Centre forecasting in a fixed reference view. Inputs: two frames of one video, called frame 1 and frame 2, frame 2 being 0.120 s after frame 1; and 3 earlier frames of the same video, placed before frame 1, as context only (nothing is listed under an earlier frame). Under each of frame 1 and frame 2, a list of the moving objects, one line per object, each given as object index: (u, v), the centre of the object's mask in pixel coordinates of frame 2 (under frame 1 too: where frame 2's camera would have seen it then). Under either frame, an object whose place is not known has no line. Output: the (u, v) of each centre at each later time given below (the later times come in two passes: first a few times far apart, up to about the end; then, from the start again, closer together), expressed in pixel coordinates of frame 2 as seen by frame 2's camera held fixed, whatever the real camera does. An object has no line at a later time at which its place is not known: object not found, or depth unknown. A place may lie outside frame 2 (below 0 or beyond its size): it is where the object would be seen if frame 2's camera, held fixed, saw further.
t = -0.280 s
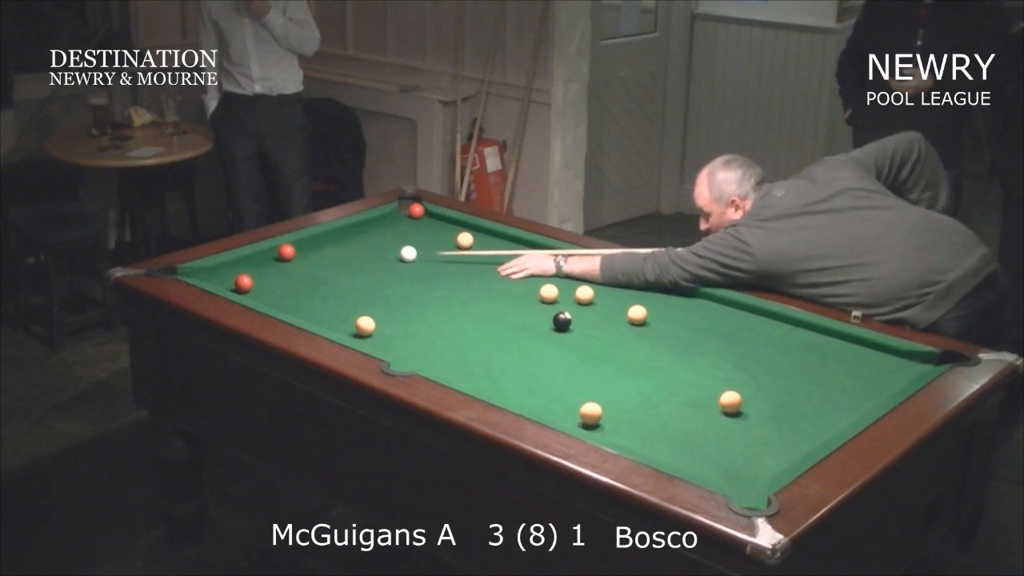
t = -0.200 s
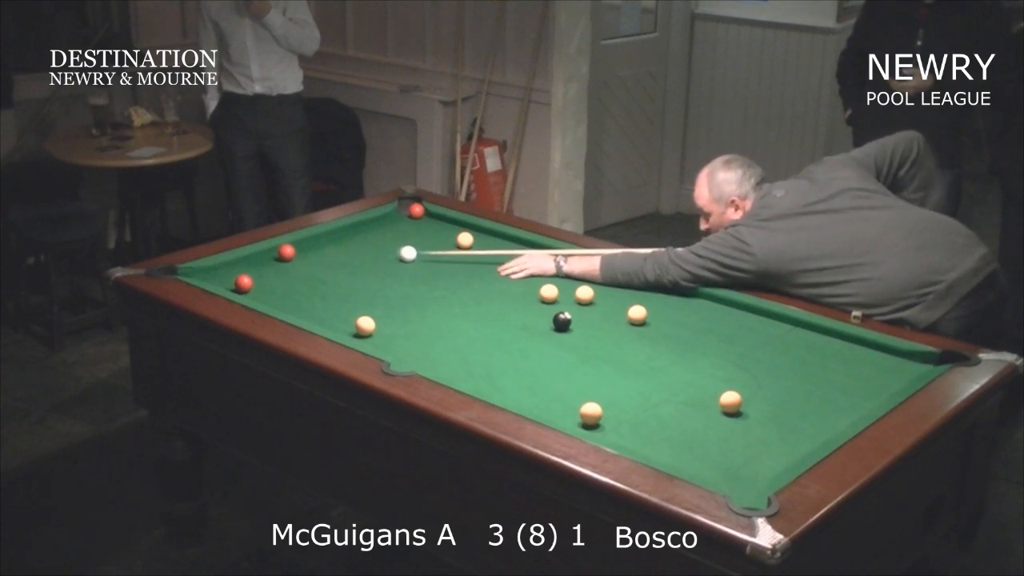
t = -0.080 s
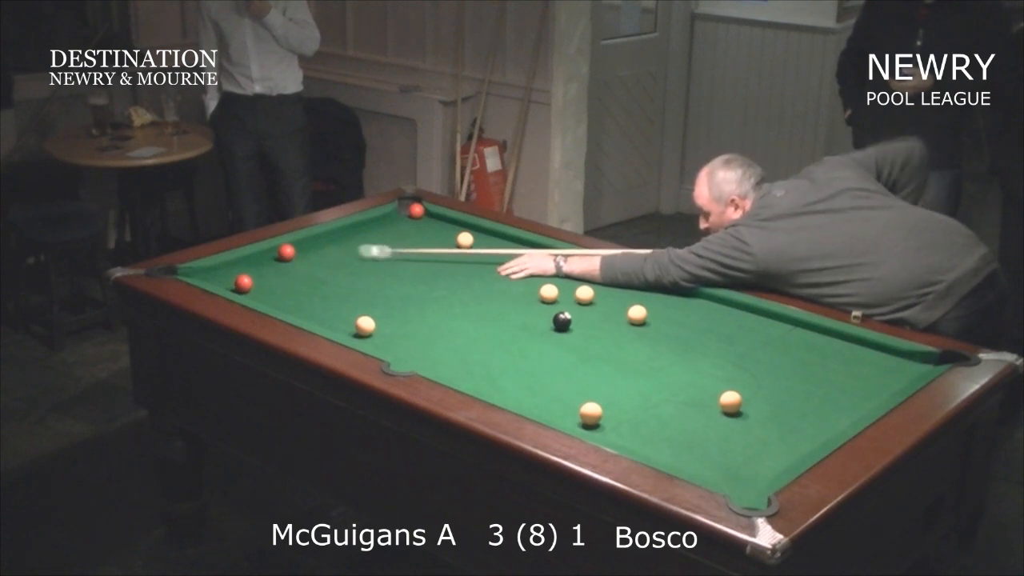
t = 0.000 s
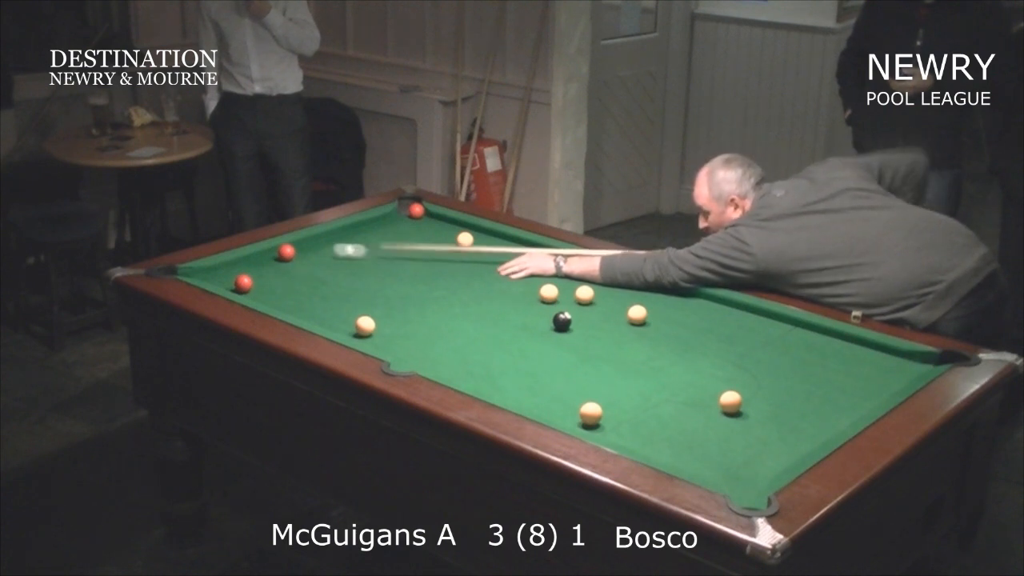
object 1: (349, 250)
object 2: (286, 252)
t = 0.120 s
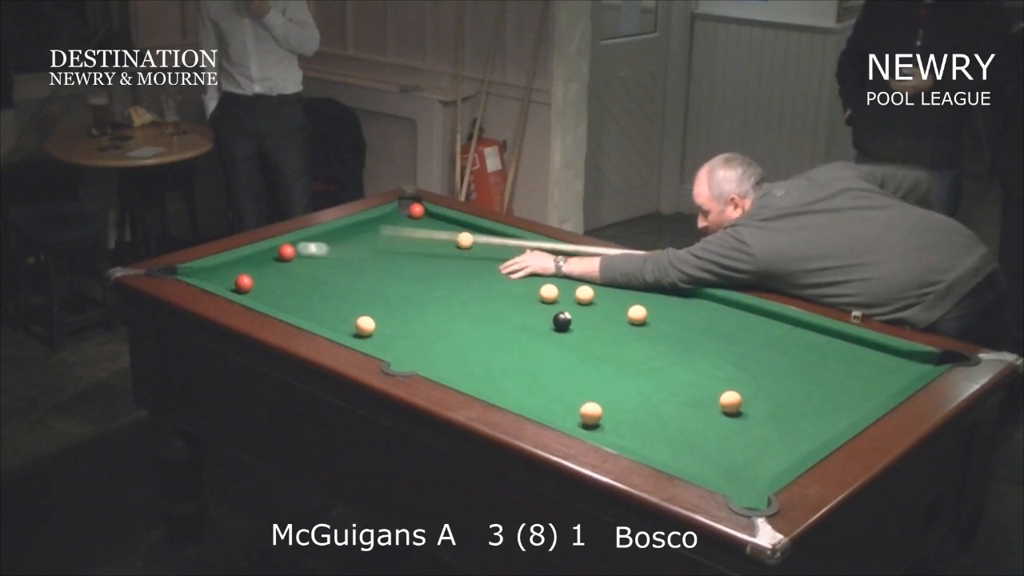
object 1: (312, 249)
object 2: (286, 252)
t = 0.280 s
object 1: (294, 248)
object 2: (276, 255)
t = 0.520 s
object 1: (313, 258)
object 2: (256, 260)
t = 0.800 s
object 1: (335, 270)
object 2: (235, 265)
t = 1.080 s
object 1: (356, 281)
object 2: (216, 271)
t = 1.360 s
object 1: (376, 292)
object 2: (200, 273)
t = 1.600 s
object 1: (392, 301)
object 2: (191, 274)
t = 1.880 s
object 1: (409, 311)
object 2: (188, 271)
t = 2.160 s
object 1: (425, 319)
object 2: (185, 271)
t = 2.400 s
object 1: (436, 326)
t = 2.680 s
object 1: (449, 332)
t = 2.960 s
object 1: (458, 338)
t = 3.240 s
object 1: (466, 343)
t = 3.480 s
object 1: (471, 345)
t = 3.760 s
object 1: (475, 347)
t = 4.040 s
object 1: (476, 347)
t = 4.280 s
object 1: (476, 347)
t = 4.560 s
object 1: (476, 347)
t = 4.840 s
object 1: (475, 347)
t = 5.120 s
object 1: (476, 347)
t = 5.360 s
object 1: (476, 347)
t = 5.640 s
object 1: (476, 347)
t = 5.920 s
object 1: (476, 347)
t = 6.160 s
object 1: (476, 347)
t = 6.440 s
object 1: (476, 347)
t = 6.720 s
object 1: (476, 347)
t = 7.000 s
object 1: (476, 347)
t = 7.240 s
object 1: (476, 347)
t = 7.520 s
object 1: (476, 347)
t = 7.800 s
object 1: (476, 347)
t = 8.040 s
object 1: (476, 347)
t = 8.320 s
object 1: (476, 347)
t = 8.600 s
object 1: (476, 347)
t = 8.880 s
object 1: (476, 347)
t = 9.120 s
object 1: (476, 347)
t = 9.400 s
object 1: (476, 347)
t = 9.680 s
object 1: (476, 347)
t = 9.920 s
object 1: (476, 347)
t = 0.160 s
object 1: (304, 248)
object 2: (285, 252)
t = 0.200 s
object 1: (295, 246)
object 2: (282, 253)
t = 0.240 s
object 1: (292, 246)
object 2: (279, 254)
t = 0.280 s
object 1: (294, 248)
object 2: (276, 255)
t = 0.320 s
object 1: (297, 250)
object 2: (272, 256)
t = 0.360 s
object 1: (300, 252)
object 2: (269, 256)
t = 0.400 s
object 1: (303, 253)
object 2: (266, 257)
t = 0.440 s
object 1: (307, 255)
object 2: (262, 258)
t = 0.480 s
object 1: (310, 257)
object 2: (259, 259)
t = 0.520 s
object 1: (313, 258)
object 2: (256, 260)
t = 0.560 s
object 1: (316, 260)
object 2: (253, 261)
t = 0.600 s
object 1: (320, 262)
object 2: (250, 261)
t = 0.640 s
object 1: (323, 263)
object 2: (247, 262)
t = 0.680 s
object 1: (326, 265)
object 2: (244, 263)
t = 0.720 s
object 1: (329, 267)
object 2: (241, 264)
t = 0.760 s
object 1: (332, 268)
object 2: (238, 265)
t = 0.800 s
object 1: (335, 270)
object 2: (235, 265)
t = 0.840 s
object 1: (338, 272)
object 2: (232, 266)
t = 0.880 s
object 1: (341, 273)
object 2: (229, 267)
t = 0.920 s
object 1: (344, 275)
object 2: (227, 268)
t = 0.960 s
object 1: (347, 277)
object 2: (224, 268)
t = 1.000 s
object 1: (350, 278)
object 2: (221, 269)
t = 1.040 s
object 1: (353, 280)
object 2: (219, 270)
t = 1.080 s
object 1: (356, 281)
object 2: (216, 271)
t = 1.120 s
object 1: (359, 283)
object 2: (214, 271)
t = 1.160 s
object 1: (362, 284)
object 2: (211, 272)
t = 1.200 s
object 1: (365, 286)
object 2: (209, 272)
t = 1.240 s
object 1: (368, 288)
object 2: (207, 273)
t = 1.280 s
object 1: (371, 289)
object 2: (204, 273)
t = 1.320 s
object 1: (373, 291)
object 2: (202, 273)
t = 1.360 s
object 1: (376, 292)
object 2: (200, 273)
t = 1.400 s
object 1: (379, 294)
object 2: (198, 273)
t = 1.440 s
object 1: (382, 295)
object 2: (196, 274)
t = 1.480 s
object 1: (384, 296)
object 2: (194, 274)
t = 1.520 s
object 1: (387, 298)
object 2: (192, 274)
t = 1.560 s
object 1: (390, 299)
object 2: (192, 274)
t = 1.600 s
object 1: (392, 301)
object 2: (191, 274)
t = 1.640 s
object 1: (395, 302)
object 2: (190, 273)
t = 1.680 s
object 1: (397, 304)
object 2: (190, 273)
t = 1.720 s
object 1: (400, 305)
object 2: (189, 273)
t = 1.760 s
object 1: (402, 306)
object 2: (189, 272)
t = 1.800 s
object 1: (405, 308)
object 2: (189, 272)
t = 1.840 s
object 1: (407, 309)
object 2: (188, 272)
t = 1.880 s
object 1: (409, 311)
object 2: (188, 271)
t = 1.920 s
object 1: (412, 312)
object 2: (188, 271)
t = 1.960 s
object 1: (414, 313)
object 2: (187, 271)
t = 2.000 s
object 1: (416, 314)
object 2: (187, 271)
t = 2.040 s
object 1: (418, 315)
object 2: (187, 271)
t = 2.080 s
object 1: (421, 317)
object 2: (186, 271)
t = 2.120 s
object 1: (423, 318)
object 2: (186, 271)
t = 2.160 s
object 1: (425, 319)
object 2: (185, 271)
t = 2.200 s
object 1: (427, 320)
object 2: (184, 270)
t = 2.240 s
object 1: (429, 322)
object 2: (181, 270)
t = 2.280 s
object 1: (431, 323)
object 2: (179, 271)
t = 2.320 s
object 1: (433, 324)
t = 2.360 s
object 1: (434, 325)
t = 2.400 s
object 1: (436, 326)
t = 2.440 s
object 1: (438, 327)
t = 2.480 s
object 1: (440, 328)
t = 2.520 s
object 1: (442, 329)
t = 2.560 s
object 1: (444, 330)
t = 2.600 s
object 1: (445, 331)
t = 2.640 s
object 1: (447, 332)
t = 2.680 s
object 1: (449, 332)
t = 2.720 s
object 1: (450, 333)
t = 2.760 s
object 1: (452, 334)
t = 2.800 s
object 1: (453, 335)
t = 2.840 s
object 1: (454, 336)
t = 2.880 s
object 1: (456, 337)
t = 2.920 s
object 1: (457, 338)
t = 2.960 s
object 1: (458, 338)
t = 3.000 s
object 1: (459, 339)
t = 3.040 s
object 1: (461, 340)
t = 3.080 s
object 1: (462, 340)
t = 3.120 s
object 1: (463, 341)
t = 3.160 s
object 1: (464, 342)
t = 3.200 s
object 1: (465, 342)
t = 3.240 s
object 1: (466, 343)
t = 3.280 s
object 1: (467, 343)
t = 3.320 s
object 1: (467, 344)
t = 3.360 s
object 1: (469, 344)
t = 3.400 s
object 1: (469, 345)
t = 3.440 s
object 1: (470, 345)
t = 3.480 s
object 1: (471, 345)
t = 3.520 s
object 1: (471, 346)
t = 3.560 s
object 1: (472, 346)
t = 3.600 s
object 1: (473, 347)
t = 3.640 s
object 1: (473, 347)
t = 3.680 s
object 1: (474, 347)
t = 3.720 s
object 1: (474, 347)
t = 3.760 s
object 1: (475, 347)
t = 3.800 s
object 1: (475, 347)
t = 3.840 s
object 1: (475, 347)
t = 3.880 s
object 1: (475, 347)
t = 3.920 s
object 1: (476, 347)
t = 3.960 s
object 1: (476, 347)
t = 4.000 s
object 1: (476, 347)
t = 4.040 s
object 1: (476, 347)
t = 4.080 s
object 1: (476, 347)
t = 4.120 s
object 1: (476, 347)
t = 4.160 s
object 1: (476, 347)
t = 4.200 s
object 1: (476, 347)
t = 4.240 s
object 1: (476, 347)
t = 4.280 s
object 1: (476, 347)
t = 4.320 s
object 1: (476, 347)
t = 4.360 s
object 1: (476, 347)
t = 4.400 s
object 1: (476, 347)
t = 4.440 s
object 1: (475, 347)
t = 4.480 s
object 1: (475, 347)
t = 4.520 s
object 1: (476, 347)
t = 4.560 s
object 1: (476, 347)
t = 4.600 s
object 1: (476, 347)
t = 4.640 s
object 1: (476, 347)
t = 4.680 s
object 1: (476, 347)
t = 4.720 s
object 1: (475, 347)
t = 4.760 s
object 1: (475, 347)
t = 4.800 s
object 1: (476, 347)
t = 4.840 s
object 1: (475, 347)
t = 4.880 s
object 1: (476, 347)
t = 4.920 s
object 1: (476, 347)
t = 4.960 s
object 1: (476, 347)
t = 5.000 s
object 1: (476, 347)
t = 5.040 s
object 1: (476, 347)
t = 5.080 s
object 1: (476, 347)
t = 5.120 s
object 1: (476, 347)
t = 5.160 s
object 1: (476, 347)
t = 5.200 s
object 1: (476, 347)
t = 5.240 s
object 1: (476, 347)
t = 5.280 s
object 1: (476, 347)
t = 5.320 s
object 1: (476, 347)
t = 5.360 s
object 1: (476, 347)
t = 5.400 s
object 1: (476, 347)
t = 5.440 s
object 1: (476, 347)
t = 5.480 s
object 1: (476, 347)
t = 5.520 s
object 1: (476, 347)
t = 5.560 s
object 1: (476, 347)
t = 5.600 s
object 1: (476, 347)
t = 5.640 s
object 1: (476, 347)
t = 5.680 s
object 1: (476, 347)
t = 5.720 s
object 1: (476, 347)
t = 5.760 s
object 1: (476, 347)
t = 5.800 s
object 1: (476, 347)
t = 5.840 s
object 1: (475, 347)
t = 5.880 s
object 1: (476, 347)
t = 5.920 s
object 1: (476, 347)
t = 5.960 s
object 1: (476, 347)
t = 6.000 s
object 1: (476, 347)
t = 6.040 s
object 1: (476, 347)
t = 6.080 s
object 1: (476, 347)
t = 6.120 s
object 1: (476, 347)
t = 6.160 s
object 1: (476, 347)
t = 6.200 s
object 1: (476, 347)
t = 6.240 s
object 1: (476, 347)
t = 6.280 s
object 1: (476, 347)
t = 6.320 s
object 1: (476, 347)
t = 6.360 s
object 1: (476, 347)
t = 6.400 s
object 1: (476, 347)
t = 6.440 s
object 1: (476, 347)
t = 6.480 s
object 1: (476, 347)
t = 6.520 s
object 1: (476, 347)
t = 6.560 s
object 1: (476, 347)
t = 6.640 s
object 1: (476, 347)
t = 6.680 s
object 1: (476, 347)
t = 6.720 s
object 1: (476, 347)
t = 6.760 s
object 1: (476, 347)
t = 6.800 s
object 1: (476, 347)
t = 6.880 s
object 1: (476, 347)
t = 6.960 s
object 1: (476, 347)
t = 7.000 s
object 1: (476, 347)
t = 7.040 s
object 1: (476, 347)
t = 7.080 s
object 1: (476, 347)
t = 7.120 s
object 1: (476, 347)
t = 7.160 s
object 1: (476, 347)
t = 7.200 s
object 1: (476, 347)
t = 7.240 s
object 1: (476, 347)
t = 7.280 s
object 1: (476, 347)
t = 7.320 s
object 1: (476, 347)
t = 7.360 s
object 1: (476, 347)
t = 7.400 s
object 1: (476, 347)
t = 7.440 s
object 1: (476, 347)
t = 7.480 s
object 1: (476, 347)
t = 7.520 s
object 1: (476, 347)
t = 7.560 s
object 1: (476, 347)
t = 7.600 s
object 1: (476, 347)
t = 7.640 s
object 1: (476, 347)
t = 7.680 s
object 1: (476, 347)
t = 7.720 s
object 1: (476, 347)
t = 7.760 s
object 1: (476, 347)
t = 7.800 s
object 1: (476, 347)
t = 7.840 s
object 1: (476, 347)
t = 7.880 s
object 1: (476, 347)
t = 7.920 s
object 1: (476, 347)
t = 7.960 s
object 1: (476, 347)
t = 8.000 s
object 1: (476, 347)
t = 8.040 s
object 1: (476, 347)
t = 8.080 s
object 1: (476, 347)
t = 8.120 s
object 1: (476, 347)
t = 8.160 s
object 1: (476, 347)
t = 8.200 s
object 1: (476, 347)
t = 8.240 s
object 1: (476, 347)
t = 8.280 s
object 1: (476, 347)
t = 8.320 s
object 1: (476, 347)
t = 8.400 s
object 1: (476, 347)
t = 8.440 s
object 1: (476, 347)
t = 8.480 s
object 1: (476, 347)
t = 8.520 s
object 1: (476, 347)
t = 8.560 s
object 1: (476, 347)
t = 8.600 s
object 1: (476, 347)
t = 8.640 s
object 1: (476, 347)
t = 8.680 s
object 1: (476, 347)
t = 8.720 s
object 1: (476, 347)
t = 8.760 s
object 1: (476, 347)
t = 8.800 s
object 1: (476, 347)
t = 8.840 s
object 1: (476, 347)
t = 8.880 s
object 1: (476, 347)
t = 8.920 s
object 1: (476, 347)
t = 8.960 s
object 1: (476, 347)
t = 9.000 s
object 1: (476, 347)
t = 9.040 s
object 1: (476, 347)
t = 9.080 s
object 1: (476, 347)
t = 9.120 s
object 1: (476, 347)
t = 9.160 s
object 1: (476, 347)
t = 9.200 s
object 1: (476, 347)
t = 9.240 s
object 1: (476, 347)
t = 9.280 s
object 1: (476, 347)
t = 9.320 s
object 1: (476, 347)
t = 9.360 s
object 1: (476, 347)
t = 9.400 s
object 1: (476, 347)
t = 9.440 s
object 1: (476, 347)
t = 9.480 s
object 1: (476, 347)
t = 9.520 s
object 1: (476, 347)
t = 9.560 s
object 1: (476, 347)
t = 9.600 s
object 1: (476, 347)
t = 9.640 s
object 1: (476, 347)
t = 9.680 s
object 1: (476, 347)
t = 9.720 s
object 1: (476, 347)
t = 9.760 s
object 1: (476, 347)
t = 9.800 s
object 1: (476, 347)
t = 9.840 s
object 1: (476, 347)
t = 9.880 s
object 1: (476, 347)
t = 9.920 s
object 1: (476, 347)
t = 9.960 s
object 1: (476, 347)
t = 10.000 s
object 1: (476, 347)
